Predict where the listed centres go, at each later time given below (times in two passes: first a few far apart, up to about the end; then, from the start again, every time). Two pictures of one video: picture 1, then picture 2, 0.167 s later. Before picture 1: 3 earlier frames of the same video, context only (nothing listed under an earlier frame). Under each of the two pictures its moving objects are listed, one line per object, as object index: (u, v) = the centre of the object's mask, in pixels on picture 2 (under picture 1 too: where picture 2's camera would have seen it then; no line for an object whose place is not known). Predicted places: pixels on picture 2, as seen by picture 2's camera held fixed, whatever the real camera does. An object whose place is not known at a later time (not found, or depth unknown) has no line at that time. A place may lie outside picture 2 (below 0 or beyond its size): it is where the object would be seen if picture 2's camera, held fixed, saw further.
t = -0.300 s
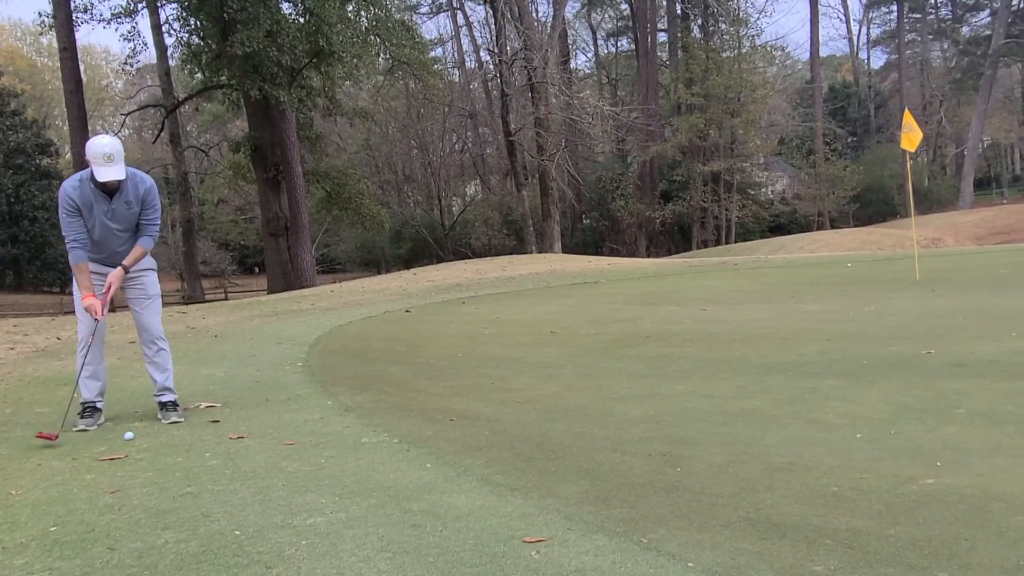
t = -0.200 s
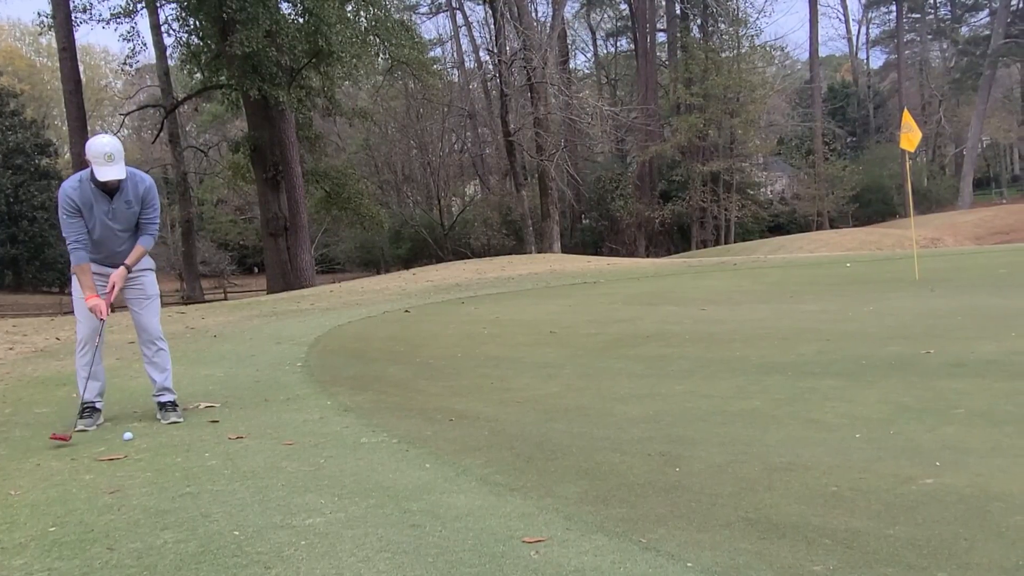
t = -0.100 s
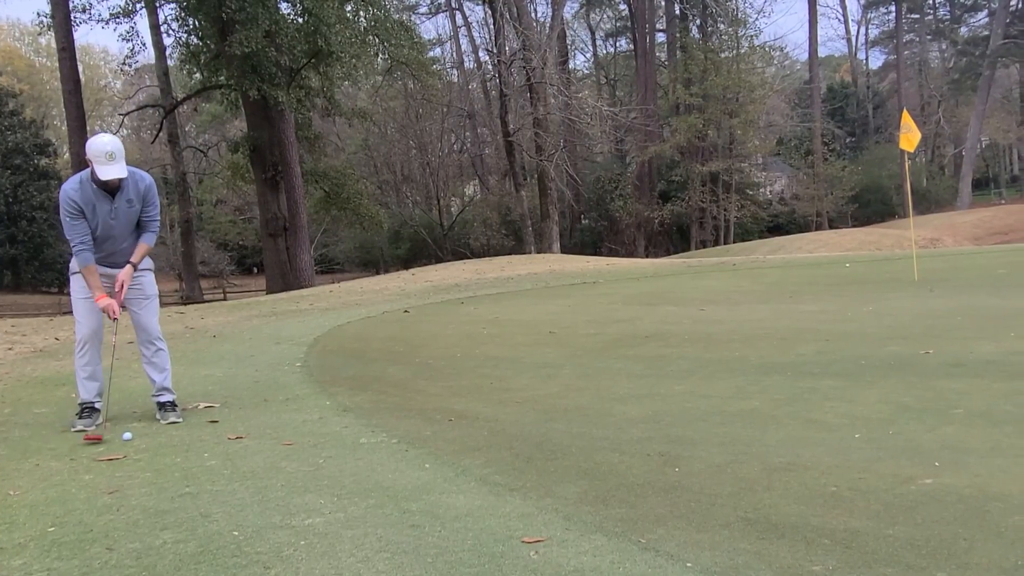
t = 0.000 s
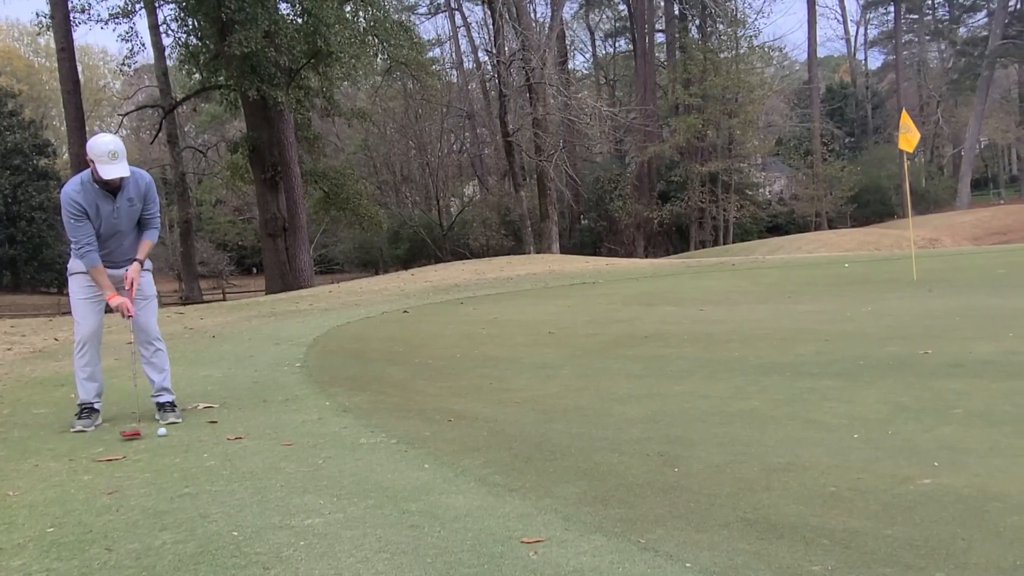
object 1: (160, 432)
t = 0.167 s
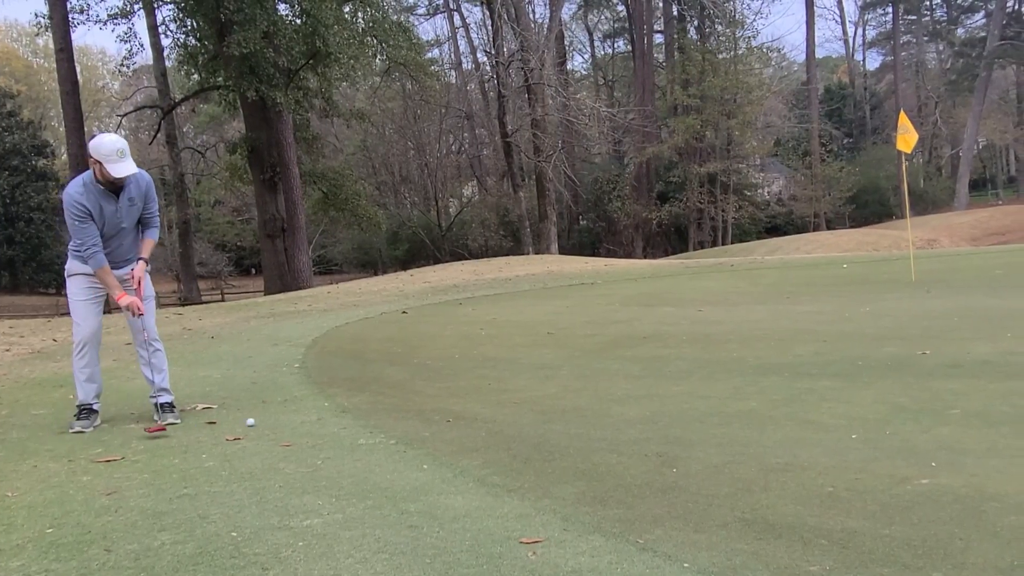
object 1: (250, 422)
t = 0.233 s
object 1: (279, 419)
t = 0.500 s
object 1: (380, 406)
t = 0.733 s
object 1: (456, 394)
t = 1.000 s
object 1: (529, 380)
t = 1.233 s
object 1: (583, 370)
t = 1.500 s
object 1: (634, 359)
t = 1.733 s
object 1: (673, 351)
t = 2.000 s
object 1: (714, 344)
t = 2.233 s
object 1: (747, 336)
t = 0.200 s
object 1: (265, 421)
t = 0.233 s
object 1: (279, 419)
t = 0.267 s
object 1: (293, 417)
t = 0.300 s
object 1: (306, 416)
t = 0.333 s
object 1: (319, 414)
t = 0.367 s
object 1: (331, 412)
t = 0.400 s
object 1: (344, 411)
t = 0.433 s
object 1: (356, 409)
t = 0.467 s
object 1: (368, 408)
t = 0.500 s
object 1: (380, 406)
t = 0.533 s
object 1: (392, 404)
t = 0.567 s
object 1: (403, 403)
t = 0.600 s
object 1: (414, 401)
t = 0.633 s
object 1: (425, 399)
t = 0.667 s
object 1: (436, 397)
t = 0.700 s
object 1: (446, 396)
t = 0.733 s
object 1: (456, 394)
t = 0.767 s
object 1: (467, 392)
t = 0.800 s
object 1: (476, 390)
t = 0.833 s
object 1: (486, 388)
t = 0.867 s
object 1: (495, 387)
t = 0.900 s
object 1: (503, 385)
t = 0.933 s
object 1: (512, 383)
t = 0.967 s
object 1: (521, 382)
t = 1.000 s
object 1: (529, 380)
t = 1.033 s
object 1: (537, 378)
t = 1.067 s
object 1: (546, 377)
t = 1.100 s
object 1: (553, 375)
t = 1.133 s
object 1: (561, 374)
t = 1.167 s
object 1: (568, 373)
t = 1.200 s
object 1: (576, 371)
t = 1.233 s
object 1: (583, 370)
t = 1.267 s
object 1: (589, 368)
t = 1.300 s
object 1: (596, 367)
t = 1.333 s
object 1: (603, 366)
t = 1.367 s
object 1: (609, 364)
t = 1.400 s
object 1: (616, 363)
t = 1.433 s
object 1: (622, 362)
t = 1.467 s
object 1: (628, 360)
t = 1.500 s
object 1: (634, 359)
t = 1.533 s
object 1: (640, 358)
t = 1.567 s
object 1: (646, 357)
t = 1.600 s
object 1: (651, 356)
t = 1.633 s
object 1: (657, 354)
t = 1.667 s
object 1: (663, 353)
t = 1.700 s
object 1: (668, 352)
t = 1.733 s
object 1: (673, 351)
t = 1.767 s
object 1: (679, 350)
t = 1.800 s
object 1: (684, 349)
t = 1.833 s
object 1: (690, 348)
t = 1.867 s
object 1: (695, 346)
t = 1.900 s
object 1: (700, 346)
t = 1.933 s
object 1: (704, 345)
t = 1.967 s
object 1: (709, 345)
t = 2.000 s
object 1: (714, 344)
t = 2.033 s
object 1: (718, 343)
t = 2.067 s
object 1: (723, 342)
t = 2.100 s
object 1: (728, 342)
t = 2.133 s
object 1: (733, 340)
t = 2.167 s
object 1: (738, 339)
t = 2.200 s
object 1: (743, 337)
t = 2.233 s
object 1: (747, 336)
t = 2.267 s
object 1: (751, 336)
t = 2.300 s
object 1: (754, 335)
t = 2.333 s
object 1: (757, 335)
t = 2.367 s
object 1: (760, 335)
